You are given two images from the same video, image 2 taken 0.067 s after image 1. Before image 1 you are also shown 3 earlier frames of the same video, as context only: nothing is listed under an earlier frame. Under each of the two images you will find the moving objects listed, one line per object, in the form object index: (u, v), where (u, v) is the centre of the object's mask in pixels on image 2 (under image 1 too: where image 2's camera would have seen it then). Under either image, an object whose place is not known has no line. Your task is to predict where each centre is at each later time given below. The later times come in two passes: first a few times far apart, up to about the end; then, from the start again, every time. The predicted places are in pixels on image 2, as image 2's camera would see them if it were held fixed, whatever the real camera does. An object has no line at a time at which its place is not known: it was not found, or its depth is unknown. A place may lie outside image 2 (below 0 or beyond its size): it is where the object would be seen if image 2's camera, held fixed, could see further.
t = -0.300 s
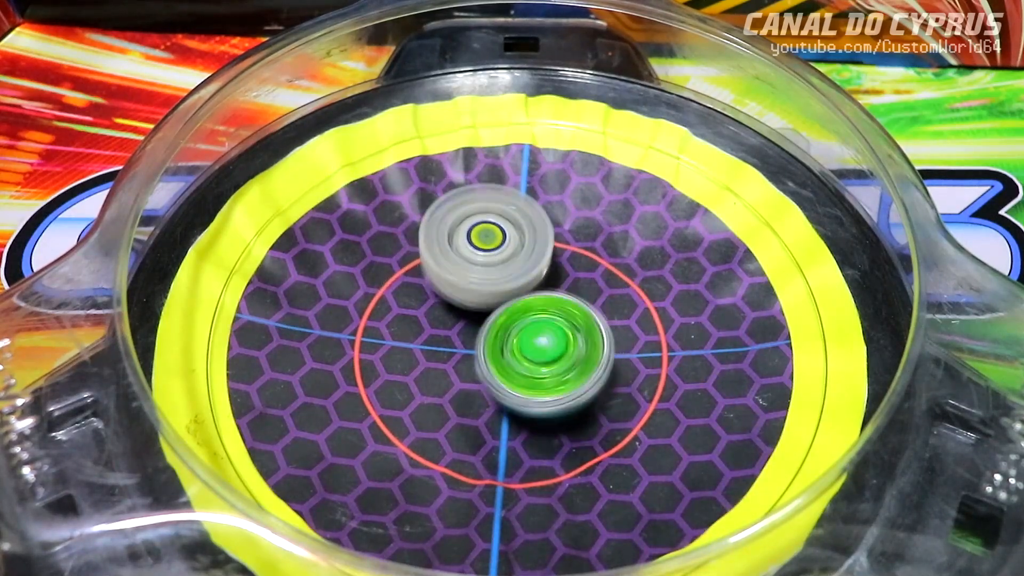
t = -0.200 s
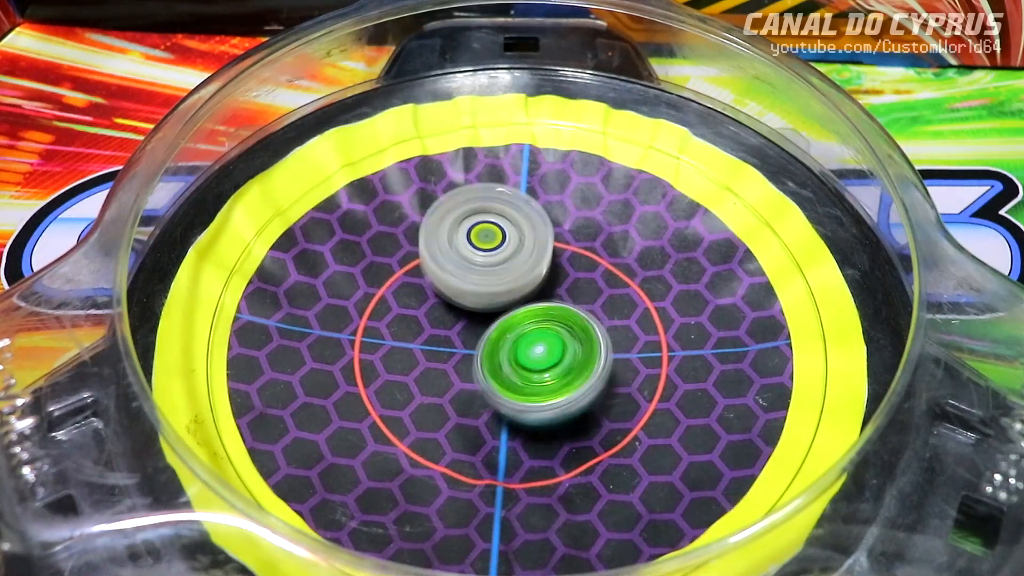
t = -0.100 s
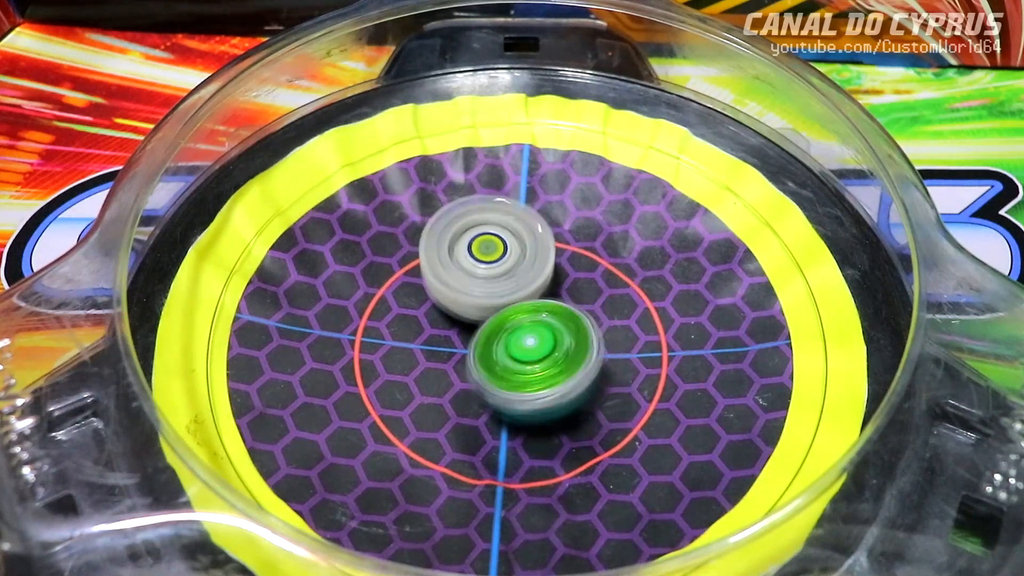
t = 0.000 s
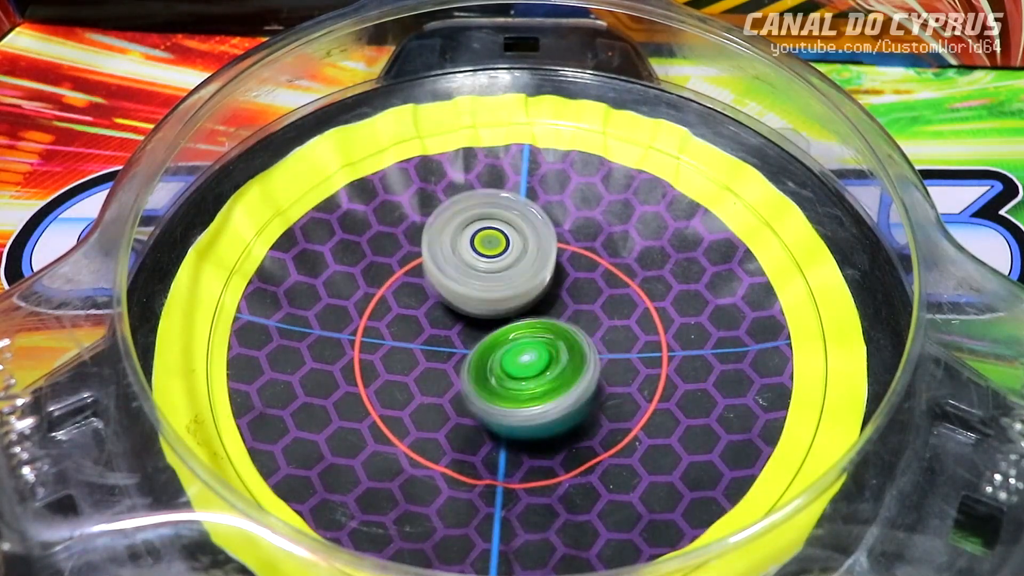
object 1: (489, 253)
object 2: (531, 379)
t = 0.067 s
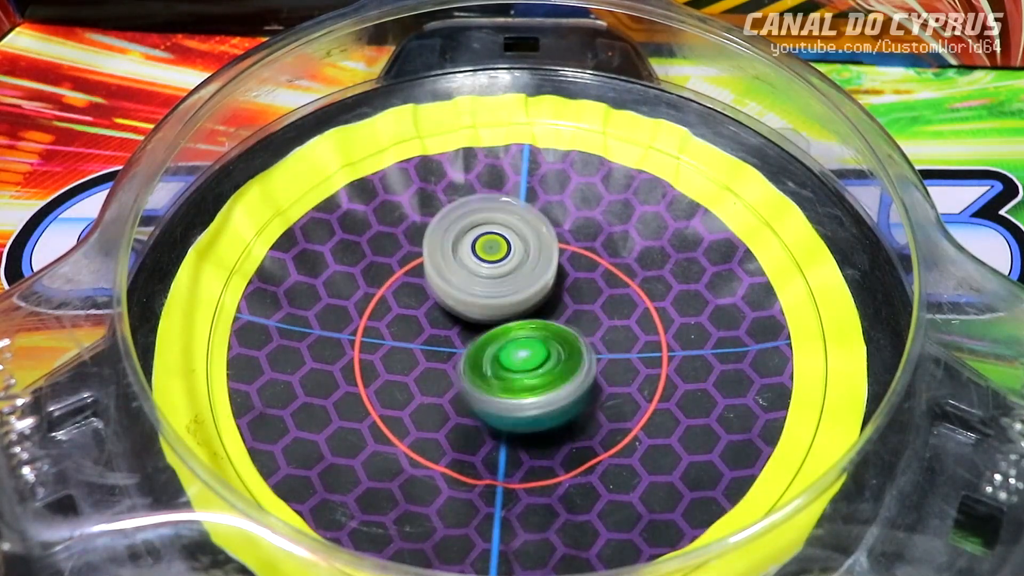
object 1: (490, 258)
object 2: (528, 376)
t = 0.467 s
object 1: (491, 256)
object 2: (526, 371)
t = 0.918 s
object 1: (499, 253)
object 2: (523, 378)
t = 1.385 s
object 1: (518, 258)
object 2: (509, 389)
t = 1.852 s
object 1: (512, 267)
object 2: (518, 400)
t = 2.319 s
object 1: (524, 267)
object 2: (522, 398)
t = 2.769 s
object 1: (513, 278)
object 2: (544, 390)
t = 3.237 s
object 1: (507, 277)
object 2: (547, 397)
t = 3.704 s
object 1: (498, 276)
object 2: (567, 393)
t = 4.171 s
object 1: (506, 277)
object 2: (557, 384)
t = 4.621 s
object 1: (505, 276)
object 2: (541, 389)
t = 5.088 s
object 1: (485, 286)
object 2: (556, 387)
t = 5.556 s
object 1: (482, 290)
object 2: (592, 371)
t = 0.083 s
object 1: (491, 259)
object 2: (525, 375)
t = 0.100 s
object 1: (490, 260)
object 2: (525, 373)
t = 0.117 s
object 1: (490, 261)
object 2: (526, 370)
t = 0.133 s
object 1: (491, 262)
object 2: (526, 370)
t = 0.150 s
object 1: (491, 259)
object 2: (526, 372)
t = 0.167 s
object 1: (490, 257)
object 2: (527, 374)
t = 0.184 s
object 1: (490, 257)
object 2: (526, 375)
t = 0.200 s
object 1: (491, 256)
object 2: (526, 376)
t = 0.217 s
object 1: (491, 256)
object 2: (526, 376)
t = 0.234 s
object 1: (490, 256)
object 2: (525, 376)
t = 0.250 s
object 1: (491, 256)
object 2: (525, 374)
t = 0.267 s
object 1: (491, 257)
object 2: (525, 373)
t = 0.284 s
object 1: (491, 258)
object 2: (524, 372)
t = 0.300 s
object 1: (492, 259)
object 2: (525, 371)
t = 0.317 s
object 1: (491, 259)
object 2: (525, 369)
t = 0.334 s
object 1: (492, 258)
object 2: (525, 371)
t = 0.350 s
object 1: (492, 257)
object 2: (526, 373)
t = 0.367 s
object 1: (491, 256)
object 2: (526, 374)
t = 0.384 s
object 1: (491, 255)
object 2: (526, 374)
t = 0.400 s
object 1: (491, 255)
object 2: (527, 375)
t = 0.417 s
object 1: (491, 255)
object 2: (526, 374)
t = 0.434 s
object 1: (490, 256)
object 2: (527, 373)
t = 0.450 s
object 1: (490, 256)
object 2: (527, 373)
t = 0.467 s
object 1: (491, 256)
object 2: (526, 371)
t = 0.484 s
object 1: (490, 257)
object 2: (528, 369)
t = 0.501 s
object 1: (490, 258)
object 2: (527, 367)
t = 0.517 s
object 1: (490, 258)
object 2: (527, 366)
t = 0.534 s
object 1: (489, 257)
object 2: (527, 367)
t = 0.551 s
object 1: (488, 257)
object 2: (525, 367)
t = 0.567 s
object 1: (488, 255)
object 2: (525, 366)
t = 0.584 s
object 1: (486, 255)
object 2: (525, 368)
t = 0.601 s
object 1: (486, 254)
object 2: (523, 367)
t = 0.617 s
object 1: (485, 254)
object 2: (523, 365)
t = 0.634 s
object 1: (485, 254)
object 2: (523, 365)
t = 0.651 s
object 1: (485, 254)
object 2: (521, 363)
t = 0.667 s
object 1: (485, 254)
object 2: (522, 362)
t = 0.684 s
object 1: (486, 251)
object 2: (522, 367)
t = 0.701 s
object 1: (486, 248)
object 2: (524, 372)
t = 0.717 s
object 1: (486, 246)
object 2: (525, 376)
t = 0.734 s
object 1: (487, 243)
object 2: (525, 380)
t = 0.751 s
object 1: (488, 241)
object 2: (524, 381)
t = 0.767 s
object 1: (489, 241)
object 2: (523, 382)
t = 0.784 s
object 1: (490, 240)
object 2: (524, 384)
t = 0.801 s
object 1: (491, 239)
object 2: (524, 384)
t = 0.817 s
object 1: (492, 241)
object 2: (523, 383)
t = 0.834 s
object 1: (493, 242)
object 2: (524, 384)
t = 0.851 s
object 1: (495, 243)
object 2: (524, 382)
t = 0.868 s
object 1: (495, 246)
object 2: (524, 380)
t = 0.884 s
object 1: (496, 248)
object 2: (524, 381)
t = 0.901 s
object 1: (498, 250)
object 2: (524, 380)
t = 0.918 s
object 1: (499, 253)
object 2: (523, 378)
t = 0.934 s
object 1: (499, 255)
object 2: (523, 377)
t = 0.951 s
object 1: (501, 257)
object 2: (523, 376)
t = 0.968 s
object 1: (501, 260)
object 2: (522, 374)
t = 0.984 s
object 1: (502, 261)
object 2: (523, 374)
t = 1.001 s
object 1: (503, 261)
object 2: (522, 375)
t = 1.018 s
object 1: (503, 261)
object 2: (522, 378)
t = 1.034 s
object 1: (503, 260)
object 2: (522, 381)
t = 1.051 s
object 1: (503, 259)
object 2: (520, 382)
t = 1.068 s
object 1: (503, 260)
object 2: (520, 382)
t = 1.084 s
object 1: (504, 260)
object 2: (520, 382)
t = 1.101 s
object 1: (504, 260)
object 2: (519, 381)
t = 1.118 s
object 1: (504, 260)
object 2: (518, 380)
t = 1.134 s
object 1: (505, 261)
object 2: (519, 378)
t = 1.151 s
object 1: (505, 261)
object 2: (518, 376)
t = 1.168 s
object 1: (505, 261)
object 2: (517, 375)
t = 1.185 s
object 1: (506, 261)
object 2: (518, 375)
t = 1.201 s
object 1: (507, 258)
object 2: (517, 380)
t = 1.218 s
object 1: (509, 256)
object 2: (516, 386)
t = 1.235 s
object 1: (510, 252)
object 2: (516, 389)
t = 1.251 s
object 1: (511, 251)
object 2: (515, 393)
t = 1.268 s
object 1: (513, 249)
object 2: (513, 395)
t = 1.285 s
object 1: (515, 248)
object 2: (512, 395)
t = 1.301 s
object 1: (516, 249)
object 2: (512, 396)
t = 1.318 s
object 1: (517, 250)
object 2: (511, 395)
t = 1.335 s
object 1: (517, 251)
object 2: (509, 394)
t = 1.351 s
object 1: (518, 253)
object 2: (510, 392)
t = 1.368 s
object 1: (519, 255)
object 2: (510, 390)
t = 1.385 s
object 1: (518, 258)
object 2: (509, 389)
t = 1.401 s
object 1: (518, 260)
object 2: (512, 385)
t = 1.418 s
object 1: (518, 262)
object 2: (512, 384)
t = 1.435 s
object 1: (517, 264)
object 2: (513, 381)
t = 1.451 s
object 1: (516, 265)
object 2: (515, 379)
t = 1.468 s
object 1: (516, 265)
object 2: (516, 382)
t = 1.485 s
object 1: (514, 264)
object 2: (516, 384)
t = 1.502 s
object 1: (514, 264)
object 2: (516, 384)
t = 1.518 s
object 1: (513, 263)
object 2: (517, 387)
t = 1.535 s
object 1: (513, 263)
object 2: (517, 386)
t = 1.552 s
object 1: (513, 263)
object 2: (516, 385)
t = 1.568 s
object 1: (511, 264)
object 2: (517, 384)
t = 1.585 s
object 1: (511, 265)
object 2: (517, 383)
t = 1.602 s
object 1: (511, 265)
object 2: (517, 382)
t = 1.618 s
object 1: (509, 266)
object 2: (520, 381)
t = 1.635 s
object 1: (509, 266)
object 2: (522, 381)
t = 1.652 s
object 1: (507, 267)
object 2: (524, 379)
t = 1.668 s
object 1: (508, 266)
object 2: (524, 380)
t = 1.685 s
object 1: (507, 266)
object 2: (524, 387)
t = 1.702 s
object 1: (507, 265)
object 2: (524, 392)
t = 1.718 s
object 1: (507, 262)
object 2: (524, 396)
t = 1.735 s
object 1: (507, 261)
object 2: (524, 399)
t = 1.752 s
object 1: (508, 260)
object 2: (522, 402)
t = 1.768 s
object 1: (509, 260)
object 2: (520, 405)
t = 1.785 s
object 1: (509, 261)
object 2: (520, 403)
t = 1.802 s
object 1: (510, 262)
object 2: (519, 405)
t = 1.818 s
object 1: (511, 263)
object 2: (518, 403)
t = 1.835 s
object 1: (512, 265)
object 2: (517, 402)
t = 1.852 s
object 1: (512, 267)
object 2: (518, 400)
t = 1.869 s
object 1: (512, 268)
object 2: (517, 399)
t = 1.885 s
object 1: (512, 270)
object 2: (518, 397)
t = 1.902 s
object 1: (512, 272)
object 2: (518, 394)
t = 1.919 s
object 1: (513, 273)
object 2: (519, 393)
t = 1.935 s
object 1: (512, 274)
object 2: (518, 391)
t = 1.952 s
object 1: (511, 276)
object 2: (518, 390)
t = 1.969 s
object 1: (512, 275)
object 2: (519, 390)
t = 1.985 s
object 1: (513, 275)
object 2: (518, 392)
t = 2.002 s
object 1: (514, 274)
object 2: (519, 392)
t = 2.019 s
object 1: (515, 274)
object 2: (517, 391)
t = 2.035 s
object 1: (516, 274)
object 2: (519, 391)
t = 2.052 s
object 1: (517, 274)
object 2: (518, 391)
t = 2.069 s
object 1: (517, 275)
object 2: (518, 390)
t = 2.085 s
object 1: (519, 274)
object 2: (519, 389)
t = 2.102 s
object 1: (521, 272)
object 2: (520, 396)
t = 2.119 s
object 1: (521, 269)
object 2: (519, 400)
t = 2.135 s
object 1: (523, 265)
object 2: (517, 405)
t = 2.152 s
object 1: (524, 261)
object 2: (517, 408)
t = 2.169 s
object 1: (526, 261)
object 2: (515, 412)
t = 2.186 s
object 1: (527, 259)
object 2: (514, 412)
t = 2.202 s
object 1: (527, 259)
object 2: (512, 411)
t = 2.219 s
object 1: (528, 259)
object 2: (513, 409)
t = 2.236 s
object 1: (527, 259)
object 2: (512, 409)
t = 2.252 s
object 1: (527, 261)
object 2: (514, 406)
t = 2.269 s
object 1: (528, 261)
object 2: (515, 404)
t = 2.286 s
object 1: (527, 263)
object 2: (519, 402)
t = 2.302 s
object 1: (526, 265)
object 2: (520, 401)
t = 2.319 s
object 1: (524, 267)
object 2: (522, 398)
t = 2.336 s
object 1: (523, 269)
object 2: (523, 397)
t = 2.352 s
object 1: (522, 270)
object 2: (527, 395)
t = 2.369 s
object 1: (521, 272)
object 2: (527, 394)
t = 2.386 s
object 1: (519, 273)
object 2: (529, 392)
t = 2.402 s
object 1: (517, 274)
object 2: (531, 390)
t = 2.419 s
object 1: (516, 275)
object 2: (534, 390)
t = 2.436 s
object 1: (514, 275)
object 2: (533, 394)
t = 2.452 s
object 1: (515, 275)
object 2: (532, 398)
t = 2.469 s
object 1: (516, 274)
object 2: (532, 401)
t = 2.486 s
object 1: (516, 273)
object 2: (532, 407)
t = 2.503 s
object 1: (517, 271)
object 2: (530, 411)
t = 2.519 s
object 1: (516, 271)
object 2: (529, 414)
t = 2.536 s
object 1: (517, 270)
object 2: (527, 414)
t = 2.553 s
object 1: (517, 269)
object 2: (528, 413)
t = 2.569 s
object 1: (517, 270)
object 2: (527, 414)
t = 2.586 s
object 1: (517, 270)
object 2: (527, 411)
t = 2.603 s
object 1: (517, 271)
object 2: (527, 410)
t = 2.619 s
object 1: (517, 271)
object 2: (529, 407)
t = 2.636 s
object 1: (516, 273)
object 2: (530, 406)
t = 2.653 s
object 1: (517, 274)
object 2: (533, 403)
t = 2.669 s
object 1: (515, 275)
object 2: (533, 402)
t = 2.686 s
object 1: (515, 276)
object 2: (536, 398)
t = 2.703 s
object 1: (515, 277)
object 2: (538, 397)
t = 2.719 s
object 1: (514, 277)
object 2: (539, 394)
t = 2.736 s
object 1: (514, 278)
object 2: (540, 394)
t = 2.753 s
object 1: (513, 278)
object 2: (542, 390)
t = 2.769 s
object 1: (513, 278)
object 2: (544, 390)
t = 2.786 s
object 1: (512, 276)
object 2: (542, 392)
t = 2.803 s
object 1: (512, 274)
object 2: (541, 393)
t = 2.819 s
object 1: (512, 271)
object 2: (539, 392)
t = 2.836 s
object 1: (512, 271)
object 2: (539, 393)
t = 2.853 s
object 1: (512, 269)
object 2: (538, 394)
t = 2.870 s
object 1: (512, 269)
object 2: (536, 393)
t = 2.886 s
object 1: (513, 268)
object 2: (535, 392)
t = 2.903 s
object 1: (512, 268)
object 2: (536, 390)
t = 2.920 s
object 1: (513, 269)
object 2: (537, 390)
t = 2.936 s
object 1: (512, 270)
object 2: (536, 389)
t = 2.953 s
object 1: (513, 270)
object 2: (536, 388)
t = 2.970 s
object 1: (512, 271)
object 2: (537, 386)
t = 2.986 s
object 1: (512, 272)
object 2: (540, 386)
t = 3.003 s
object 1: (511, 272)
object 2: (542, 387)
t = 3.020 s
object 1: (511, 274)
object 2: (542, 385)
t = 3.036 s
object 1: (510, 275)
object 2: (542, 386)
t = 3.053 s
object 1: (509, 276)
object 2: (544, 387)
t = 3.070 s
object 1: (510, 276)
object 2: (543, 392)
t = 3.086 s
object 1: (509, 277)
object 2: (543, 393)
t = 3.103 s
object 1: (510, 276)
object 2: (544, 395)
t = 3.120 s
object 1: (509, 275)
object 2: (544, 395)
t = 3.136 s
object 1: (509, 275)
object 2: (545, 396)
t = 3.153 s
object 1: (509, 274)
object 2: (544, 399)
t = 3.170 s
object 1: (509, 275)
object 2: (543, 398)
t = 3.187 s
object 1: (508, 274)
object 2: (543, 399)
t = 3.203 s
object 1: (508, 276)
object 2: (543, 398)
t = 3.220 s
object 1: (508, 276)
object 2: (547, 397)
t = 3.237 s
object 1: (507, 277)
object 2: (547, 397)
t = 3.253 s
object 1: (508, 277)
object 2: (549, 395)
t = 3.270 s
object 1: (506, 279)
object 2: (548, 393)
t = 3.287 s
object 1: (507, 279)
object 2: (550, 390)
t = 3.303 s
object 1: (506, 280)
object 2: (553, 390)
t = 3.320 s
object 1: (506, 280)
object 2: (552, 387)
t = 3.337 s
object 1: (505, 281)
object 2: (556, 387)
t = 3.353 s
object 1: (504, 280)
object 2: (556, 388)
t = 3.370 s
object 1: (503, 278)
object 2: (558, 388)
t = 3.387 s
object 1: (502, 278)
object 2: (559, 391)
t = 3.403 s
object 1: (501, 276)
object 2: (556, 391)
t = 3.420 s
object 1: (501, 277)
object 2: (556, 391)
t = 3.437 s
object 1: (501, 275)
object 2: (554, 389)
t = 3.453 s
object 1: (500, 276)
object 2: (554, 389)
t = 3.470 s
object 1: (500, 275)
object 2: (555, 389)
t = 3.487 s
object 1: (499, 276)
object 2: (554, 387)
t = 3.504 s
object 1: (500, 275)
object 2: (554, 387)
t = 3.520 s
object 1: (498, 276)
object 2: (555, 385)
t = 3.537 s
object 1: (500, 277)
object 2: (558, 385)
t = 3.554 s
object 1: (498, 278)
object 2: (560, 386)
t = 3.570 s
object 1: (499, 278)
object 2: (560, 385)
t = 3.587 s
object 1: (498, 279)
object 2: (560, 384)
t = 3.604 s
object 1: (499, 280)
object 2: (561, 381)
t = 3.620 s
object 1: (498, 281)
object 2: (562, 381)
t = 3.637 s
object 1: (498, 281)
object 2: (563, 385)
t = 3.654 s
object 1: (498, 280)
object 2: (563, 389)
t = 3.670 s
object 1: (498, 279)
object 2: (564, 392)
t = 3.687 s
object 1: (498, 277)
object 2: (564, 392)
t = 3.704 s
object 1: (498, 276)
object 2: (567, 393)
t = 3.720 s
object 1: (498, 274)
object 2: (567, 395)
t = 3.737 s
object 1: (498, 274)
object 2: (568, 395)
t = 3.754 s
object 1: (499, 273)
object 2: (568, 396)
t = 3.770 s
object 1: (499, 274)
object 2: (568, 395)
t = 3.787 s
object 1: (500, 273)
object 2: (570, 394)
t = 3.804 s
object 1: (500, 275)
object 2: (570, 394)
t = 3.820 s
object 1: (502, 275)
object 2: (570, 392)
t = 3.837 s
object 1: (502, 277)
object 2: (569, 391)
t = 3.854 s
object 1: (503, 278)
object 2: (568, 389)
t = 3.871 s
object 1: (503, 279)
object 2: (568, 386)
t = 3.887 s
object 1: (504, 280)
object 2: (568, 386)
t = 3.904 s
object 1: (504, 281)
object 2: (565, 385)
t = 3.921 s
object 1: (504, 282)
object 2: (566, 385)
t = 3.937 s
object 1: (504, 281)
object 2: (564, 388)
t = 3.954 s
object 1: (504, 279)
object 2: (565, 388)
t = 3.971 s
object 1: (504, 278)
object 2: (566, 388)
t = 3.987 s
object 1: (505, 277)
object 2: (562, 389)
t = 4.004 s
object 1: (503, 276)
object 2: (561, 387)
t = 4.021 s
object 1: (504, 276)
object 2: (559, 386)
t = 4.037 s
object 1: (503, 276)
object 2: (558, 384)
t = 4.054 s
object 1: (504, 276)
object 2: (558, 382)
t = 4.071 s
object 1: (503, 277)
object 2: (560, 382)
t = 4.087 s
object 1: (504, 276)
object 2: (559, 380)
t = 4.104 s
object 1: (503, 277)
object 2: (561, 381)
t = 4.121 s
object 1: (504, 277)
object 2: (560, 382)
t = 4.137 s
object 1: (504, 277)
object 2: (560, 381)
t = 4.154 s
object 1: (506, 277)
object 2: (560, 382)
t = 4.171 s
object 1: (506, 277)
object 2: (557, 384)
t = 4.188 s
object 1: (508, 276)
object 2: (554, 385)
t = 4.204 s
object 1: (508, 277)
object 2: (552, 386)
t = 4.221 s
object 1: (510, 277)
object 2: (552, 386)
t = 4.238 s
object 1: (510, 277)
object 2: (553, 387)
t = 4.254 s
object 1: (511, 277)
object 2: (554, 389)
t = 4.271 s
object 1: (511, 277)
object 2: (552, 390)
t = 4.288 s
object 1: (512, 277)
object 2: (553, 390)
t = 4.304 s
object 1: (510, 278)
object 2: (550, 391)
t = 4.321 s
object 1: (511, 279)
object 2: (548, 390)
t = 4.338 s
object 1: (510, 280)
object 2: (549, 389)
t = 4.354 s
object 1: (511, 281)
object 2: (549, 391)
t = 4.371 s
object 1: (511, 280)
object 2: (546, 391)
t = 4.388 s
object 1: (511, 279)
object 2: (547, 393)
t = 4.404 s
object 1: (511, 279)
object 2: (545, 394)
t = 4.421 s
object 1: (511, 279)
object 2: (544, 394)
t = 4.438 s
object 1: (510, 279)
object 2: (544, 393)
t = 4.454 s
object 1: (511, 279)
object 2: (545, 392)
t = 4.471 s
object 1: (510, 279)
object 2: (544, 394)
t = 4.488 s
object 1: (510, 277)
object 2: (542, 394)
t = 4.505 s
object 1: (509, 275)
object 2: (542, 393)
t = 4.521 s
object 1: (509, 273)
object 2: (539, 392)
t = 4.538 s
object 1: (508, 273)
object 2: (539, 390)
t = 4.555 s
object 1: (508, 273)
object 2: (538, 390)
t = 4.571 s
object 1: (507, 273)
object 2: (539, 390)
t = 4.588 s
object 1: (507, 274)
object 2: (538, 390)
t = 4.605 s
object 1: (506, 275)
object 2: (540, 388)
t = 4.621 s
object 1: (505, 276)
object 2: (541, 389)
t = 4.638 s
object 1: (504, 277)
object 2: (544, 388)
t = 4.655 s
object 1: (503, 279)
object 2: (549, 388)
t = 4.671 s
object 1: (502, 281)
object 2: (551, 388)
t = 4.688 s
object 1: (501, 282)
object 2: (555, 393)
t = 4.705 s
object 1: (499, 282)
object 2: (555, 396)
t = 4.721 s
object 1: (499, 282)
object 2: (554, 398)
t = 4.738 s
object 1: (499, 283)
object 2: (553, 400)
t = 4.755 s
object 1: (499, 283)
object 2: (551, 399)
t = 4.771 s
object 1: (498, 283)
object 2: (551, 398)
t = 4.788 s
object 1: (498, 285)
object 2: (551, 400)
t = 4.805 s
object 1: (497, 286)
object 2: (548, 400)
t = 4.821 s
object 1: (497, 288)
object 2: (549, 396)
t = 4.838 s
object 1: (496, 290)
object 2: (545, 396)
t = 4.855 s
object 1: (495, 291)
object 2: (544, 393)
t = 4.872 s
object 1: (494, 291)
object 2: (545, 395)
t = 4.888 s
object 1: (492, 287)
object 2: (546, 397)
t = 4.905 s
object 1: (491, 283)
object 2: (549, 396)
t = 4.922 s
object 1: (491, 283)
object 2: (548, 396)
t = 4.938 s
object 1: (490, 282)
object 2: (548, 397)
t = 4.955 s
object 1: (491, 282)
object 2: (547, 399)
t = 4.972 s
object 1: (489, 282)
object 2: (544, 400)
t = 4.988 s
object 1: (490, 281)
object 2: (544, 398)
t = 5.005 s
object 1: (489, 283)
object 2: (545, 396)
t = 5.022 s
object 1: (489, 282)
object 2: (547, 395)
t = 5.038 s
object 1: (487, 284)
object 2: (550, 394)
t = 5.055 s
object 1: (487, 284)
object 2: (550, 392)
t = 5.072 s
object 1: (486, 286)
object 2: (553, 389)
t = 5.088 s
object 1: (485, 286)
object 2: (556, 387)
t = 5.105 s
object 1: (484, 287)
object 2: (559, 386)
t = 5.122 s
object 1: (482, 288)
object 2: (563, 384)
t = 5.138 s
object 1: (482, 286)
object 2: (565, 381)
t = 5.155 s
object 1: (480, 287)
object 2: (567, 380)
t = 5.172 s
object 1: (481, 287)
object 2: (570, 380)
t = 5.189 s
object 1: (479, 289)
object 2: (570, 381)
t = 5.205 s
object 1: (479, 287)
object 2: (571, 377)
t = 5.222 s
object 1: (479, 289)
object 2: (571, 374)
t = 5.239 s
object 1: (478, 288)
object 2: (571, 372)
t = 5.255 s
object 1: (478, 289)
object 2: (571, 371)
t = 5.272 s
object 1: (478, 290)
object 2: (571, 373)
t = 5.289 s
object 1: (479, 289)
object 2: (573, 372)
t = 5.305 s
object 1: (478, 288)
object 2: (579, 375)
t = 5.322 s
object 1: (478, 285)
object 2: (584, 379)
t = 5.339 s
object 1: (477, 285)
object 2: (589, 382)
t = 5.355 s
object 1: (477, 283)
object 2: (592, 386)
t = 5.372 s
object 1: (477, 283)
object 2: (595, 387)
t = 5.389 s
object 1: (477, 282)
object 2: (598, 387)
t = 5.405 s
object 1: (477, 283)
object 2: (598, 387)
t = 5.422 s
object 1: (477, 283)
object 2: (598, 387)
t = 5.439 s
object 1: (477, 283)
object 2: (598, 387)
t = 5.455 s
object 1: (478, 284)
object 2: (597, 385)
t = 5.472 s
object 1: (478, 284)
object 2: (596, 383)
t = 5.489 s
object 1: (479, 286)
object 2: (595, 380)
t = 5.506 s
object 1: (480, 286)
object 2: (595, 377)
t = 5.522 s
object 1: (481, 288)
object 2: (595, 375)
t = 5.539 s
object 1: (481, 289)
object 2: (593, 372)
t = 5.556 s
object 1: (482, 290)
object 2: (592, 371)
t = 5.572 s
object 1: (483, 292)
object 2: (590, 370)
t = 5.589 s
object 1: (483, 293)
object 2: (588, 369)
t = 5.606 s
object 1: (484, 295)
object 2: (584, 369)
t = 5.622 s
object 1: (485, 296)
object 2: (580, 370)
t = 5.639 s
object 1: (486, 297)
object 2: (577, 370)
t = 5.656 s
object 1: (486, 296)
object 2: (573, 372)
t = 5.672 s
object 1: (485, 295)
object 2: (571, 376)
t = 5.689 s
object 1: (484, 295)
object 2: (570, 379)
